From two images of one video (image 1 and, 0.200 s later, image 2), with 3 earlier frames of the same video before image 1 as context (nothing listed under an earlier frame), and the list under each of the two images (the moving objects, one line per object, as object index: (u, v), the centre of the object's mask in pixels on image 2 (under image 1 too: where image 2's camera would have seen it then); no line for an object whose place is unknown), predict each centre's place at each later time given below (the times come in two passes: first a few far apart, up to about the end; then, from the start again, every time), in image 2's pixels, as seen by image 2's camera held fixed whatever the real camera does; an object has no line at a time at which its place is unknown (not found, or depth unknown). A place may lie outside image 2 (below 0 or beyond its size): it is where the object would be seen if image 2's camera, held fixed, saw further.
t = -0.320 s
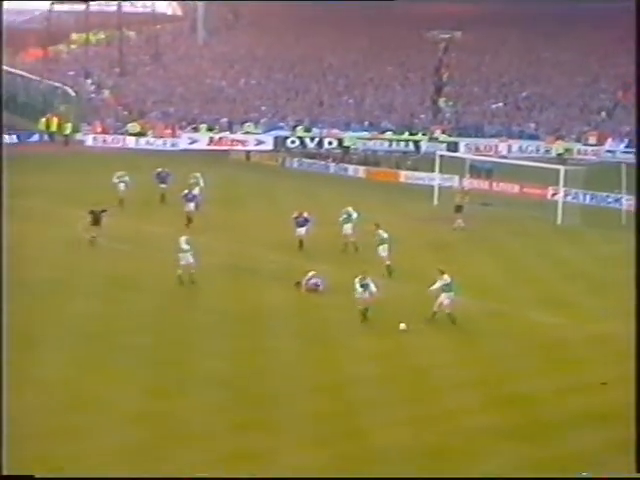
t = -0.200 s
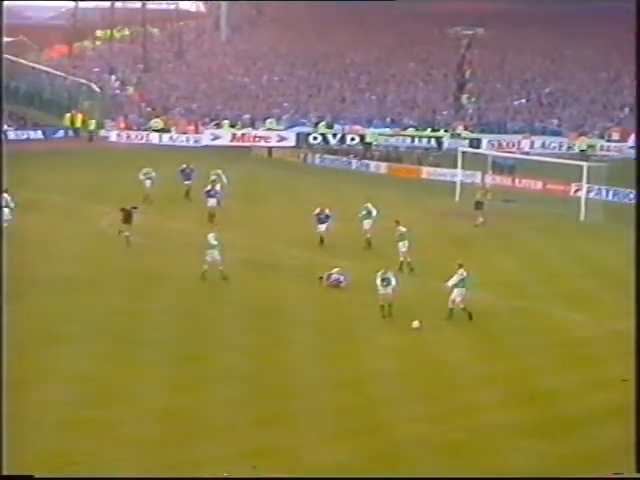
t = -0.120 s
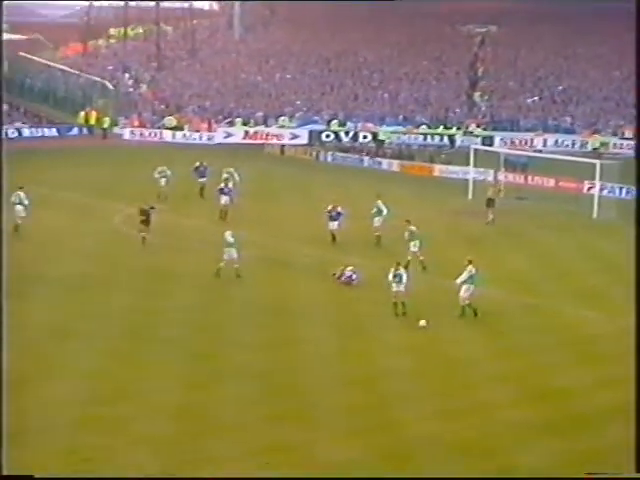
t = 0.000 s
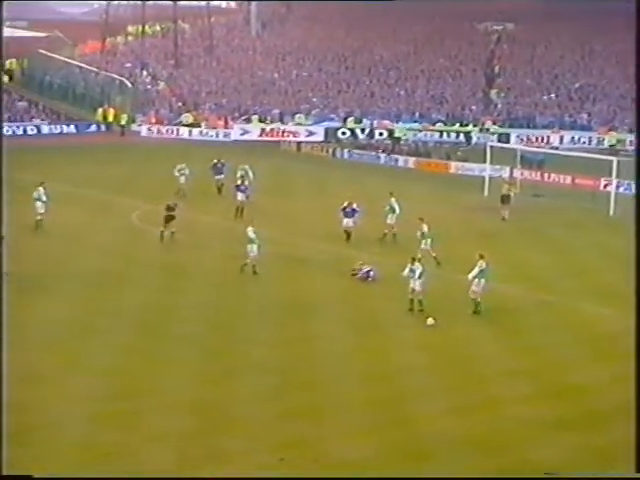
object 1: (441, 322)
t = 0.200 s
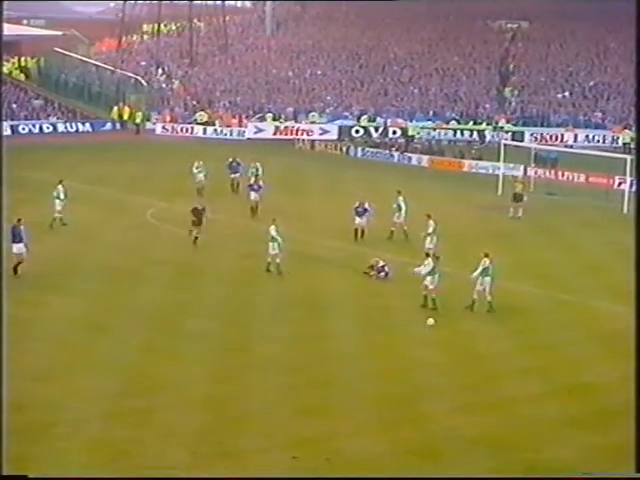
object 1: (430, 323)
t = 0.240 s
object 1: (427, 323)
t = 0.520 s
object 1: (410, 326)
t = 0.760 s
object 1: (397, 329)
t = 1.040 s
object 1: (383, 332)
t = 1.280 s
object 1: (372, 335)
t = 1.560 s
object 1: (359, 337)
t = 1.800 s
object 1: (349, 339)
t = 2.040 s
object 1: (339, 340)
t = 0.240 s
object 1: (427, 323)
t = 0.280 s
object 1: (425, 323)
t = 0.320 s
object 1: (422, 324)
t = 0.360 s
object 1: (420, 325)
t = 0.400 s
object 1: (418, 325)
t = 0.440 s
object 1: (415, 325)
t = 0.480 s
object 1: (413, 326)
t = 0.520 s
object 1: (410, 326)
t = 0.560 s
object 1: (408, 327)
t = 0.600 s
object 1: (406, 327)
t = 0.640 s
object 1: (404, 328)
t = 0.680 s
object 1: (401, 328)
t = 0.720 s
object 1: (399, 329)
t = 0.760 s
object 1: (397, 329)
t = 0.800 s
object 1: (395, 330)
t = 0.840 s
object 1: (393, 330)
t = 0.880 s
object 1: (391, 330)
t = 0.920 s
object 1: (389, 331)
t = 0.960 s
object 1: (387, 331)
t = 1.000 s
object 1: (385, 331)
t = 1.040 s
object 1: (383, 332)
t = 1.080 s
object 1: (381, 332)
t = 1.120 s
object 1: (379, 333)
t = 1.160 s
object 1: (377, 333)
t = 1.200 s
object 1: (375, 333)
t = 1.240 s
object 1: (374, 334)
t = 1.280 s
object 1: (372, 335)
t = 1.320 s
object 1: (370, 335)
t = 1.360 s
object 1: (368, 335)
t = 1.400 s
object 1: (366, 336)
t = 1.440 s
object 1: (364, 336)
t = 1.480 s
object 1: (362, 336)
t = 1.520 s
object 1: (360, 337)
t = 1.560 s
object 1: (359, 337)
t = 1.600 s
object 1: (357, 337)
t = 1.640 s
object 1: (355, 337)
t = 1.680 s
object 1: (353, 338)
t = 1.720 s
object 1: (352, 338)
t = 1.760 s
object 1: (350, 339)
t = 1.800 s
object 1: (349, 339)
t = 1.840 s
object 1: (347, 339)
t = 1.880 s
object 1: (346, 339)
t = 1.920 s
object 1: (344, 339)
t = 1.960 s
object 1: (342, 340)
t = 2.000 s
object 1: (341, 340)
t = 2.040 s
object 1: (339, 340)
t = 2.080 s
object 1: (338, 340)
